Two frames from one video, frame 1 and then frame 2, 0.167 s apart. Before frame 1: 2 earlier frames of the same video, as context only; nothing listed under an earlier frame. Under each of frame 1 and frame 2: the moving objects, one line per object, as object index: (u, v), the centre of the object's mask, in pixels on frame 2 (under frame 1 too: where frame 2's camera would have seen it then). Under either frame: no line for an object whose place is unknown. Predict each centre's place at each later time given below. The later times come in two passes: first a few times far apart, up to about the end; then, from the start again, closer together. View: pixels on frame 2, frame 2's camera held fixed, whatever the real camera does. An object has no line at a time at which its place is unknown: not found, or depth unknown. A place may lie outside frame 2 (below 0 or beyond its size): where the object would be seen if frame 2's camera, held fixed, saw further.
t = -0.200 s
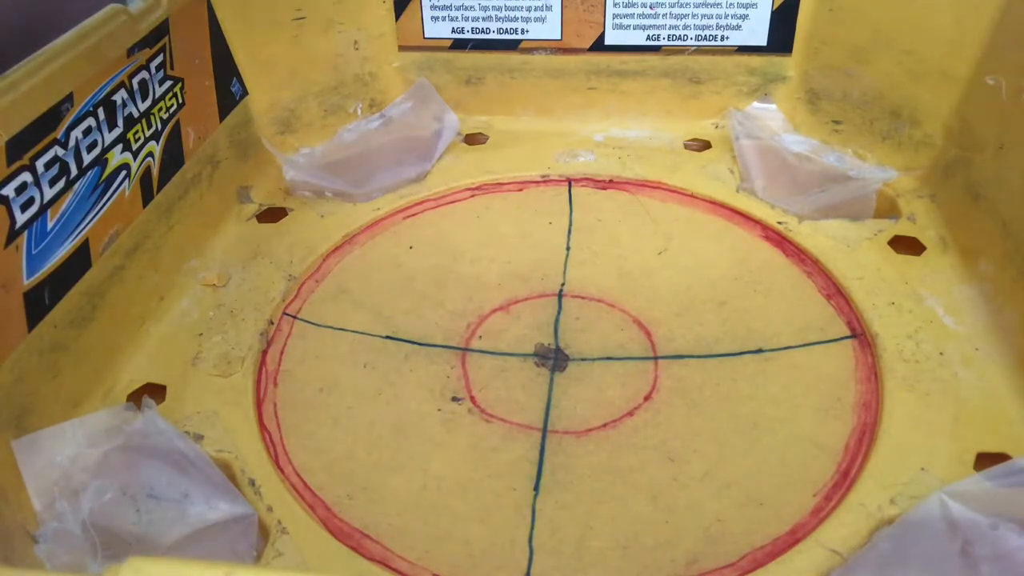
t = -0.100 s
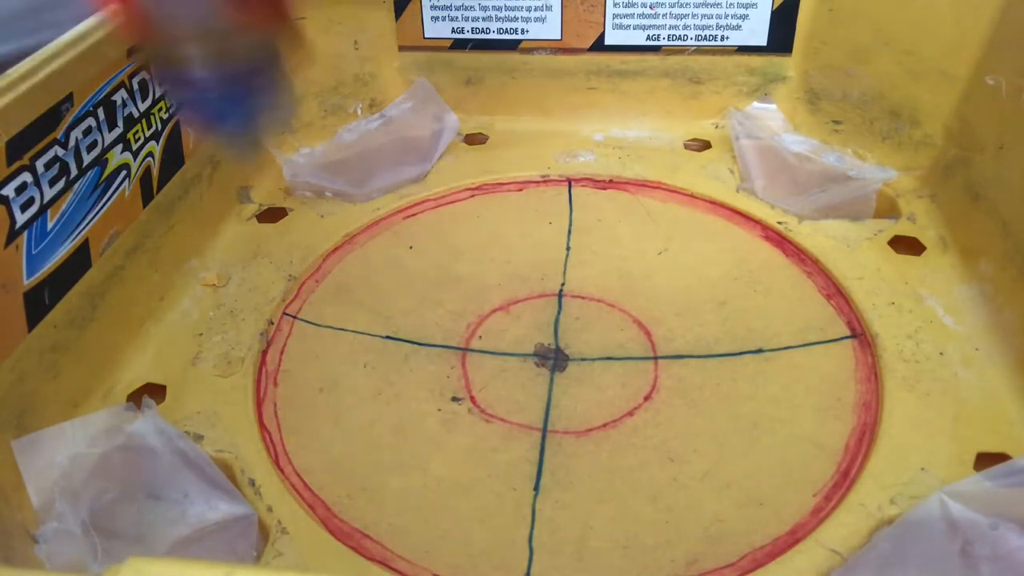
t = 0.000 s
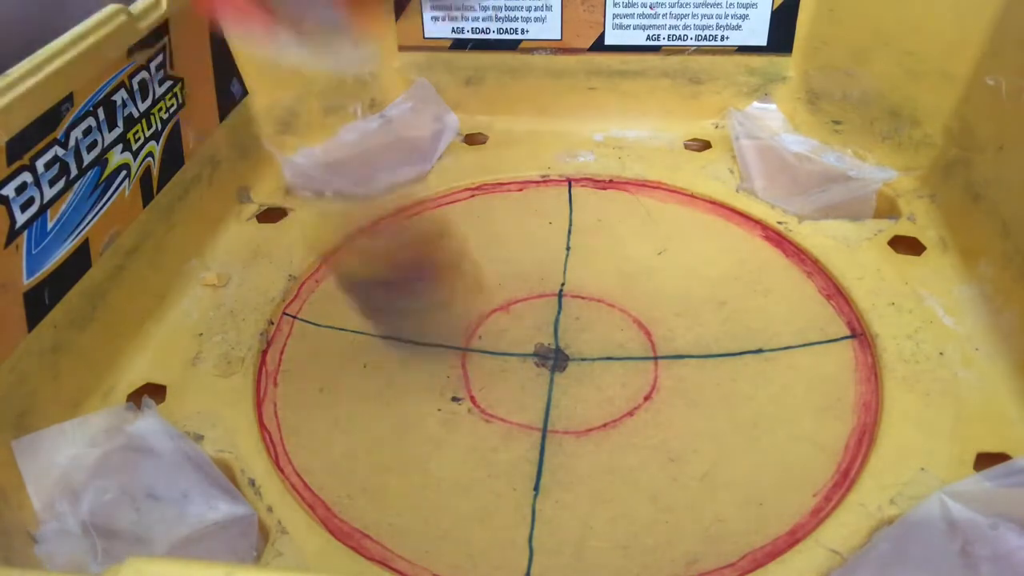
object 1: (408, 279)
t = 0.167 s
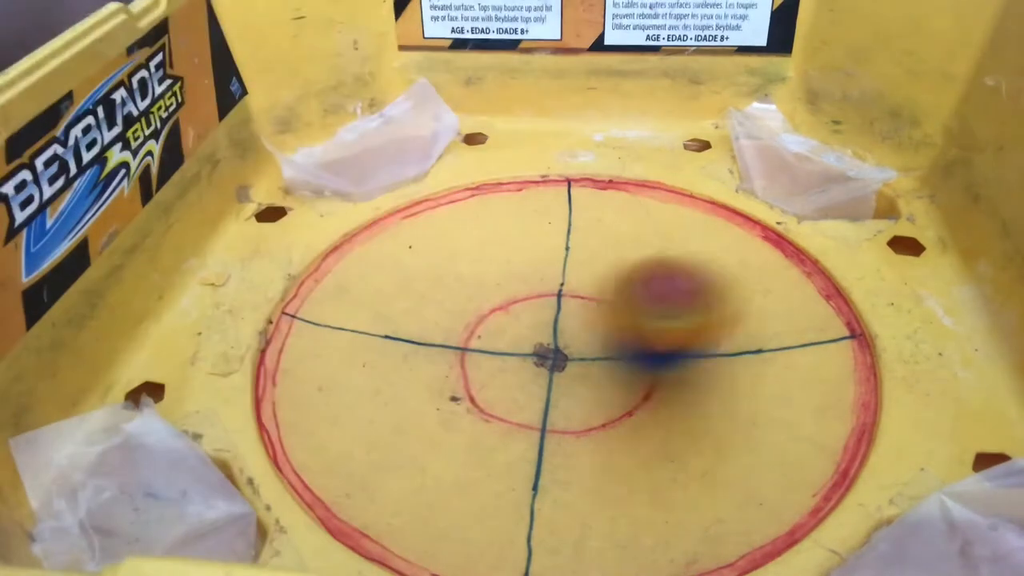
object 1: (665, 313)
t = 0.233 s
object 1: (737, 273)
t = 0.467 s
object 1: (528, 159)
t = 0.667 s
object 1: (275, 359)
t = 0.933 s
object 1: (853, 125)
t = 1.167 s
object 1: (553, 112)
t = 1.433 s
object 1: (138, 312)
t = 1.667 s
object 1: (372, 333)
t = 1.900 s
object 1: (656, 313)
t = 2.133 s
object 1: (536, 222)
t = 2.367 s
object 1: (512, 357)
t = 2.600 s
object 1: (707, 292)
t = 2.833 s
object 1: (532, 250)
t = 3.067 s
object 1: (511, 378)
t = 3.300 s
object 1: (686, 323)
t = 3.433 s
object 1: (624, 261)
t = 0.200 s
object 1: (712, 293)
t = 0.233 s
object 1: (737, 273)
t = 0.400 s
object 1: (644, 155)
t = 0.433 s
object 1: (585, 155)
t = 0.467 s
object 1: (528, 159)
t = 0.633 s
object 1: (290, 303)
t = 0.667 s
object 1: (275, 359)
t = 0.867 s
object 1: (877, 303)
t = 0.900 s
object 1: (869, 186)
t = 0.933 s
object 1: (853, 125)
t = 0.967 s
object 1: (817, 85)
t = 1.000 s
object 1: (779, 70)
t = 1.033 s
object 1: (734, 78)
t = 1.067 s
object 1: (700, 103)
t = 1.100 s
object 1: (646, 103)
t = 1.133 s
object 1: (601, 106)
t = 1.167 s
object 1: (553, 112)
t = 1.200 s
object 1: (499, 116)
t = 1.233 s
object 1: (447, 126)
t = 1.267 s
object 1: (395, 144)
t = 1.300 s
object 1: (343, 166)
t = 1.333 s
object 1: (294, 190)
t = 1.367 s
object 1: (239, 224)
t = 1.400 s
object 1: (183, 264)
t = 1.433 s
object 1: (138, 312)
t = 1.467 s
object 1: (108, 348)
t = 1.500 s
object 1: (131, 326)
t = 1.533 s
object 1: (167, 300)
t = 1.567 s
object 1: (209, 300)
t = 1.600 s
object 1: (264, 329)
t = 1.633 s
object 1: (316, 330)
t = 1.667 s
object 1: (372, 333)
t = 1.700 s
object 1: (429, 341)
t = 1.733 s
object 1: (478, 352)
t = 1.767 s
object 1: (525, 359)
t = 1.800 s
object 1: (567, 361)
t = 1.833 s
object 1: (606, 352)
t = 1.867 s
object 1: (637, 334)
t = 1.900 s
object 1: (656, 313)
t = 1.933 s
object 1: (663, 289)
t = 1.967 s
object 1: (659, 266)
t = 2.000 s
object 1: (645, 247)
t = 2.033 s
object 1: (621, 231)
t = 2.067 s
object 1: (593, 222)
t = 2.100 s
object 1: (565, 219)
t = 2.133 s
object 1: (536, 222)
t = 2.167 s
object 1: (507, 232)
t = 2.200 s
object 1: (486, 247)
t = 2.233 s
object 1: (470, 266)
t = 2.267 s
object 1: (463, 289)
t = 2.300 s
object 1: (468, 312)
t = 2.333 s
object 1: (484, 337)
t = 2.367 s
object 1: (512, 357)
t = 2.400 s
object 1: (547, 372)
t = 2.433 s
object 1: (591, 377)
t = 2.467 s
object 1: (636, 372)
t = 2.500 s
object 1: (672, 357)
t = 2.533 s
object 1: (696, 337)
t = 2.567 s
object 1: (709, 315)
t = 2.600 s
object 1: (707, 292)
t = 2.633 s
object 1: (696, 272)
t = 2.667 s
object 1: (675, 257)
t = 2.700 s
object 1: (650, 246)
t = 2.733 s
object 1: (623, 239)
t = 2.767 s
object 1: (591, 237)
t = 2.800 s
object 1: (561, 240)
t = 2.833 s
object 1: (532, 250)
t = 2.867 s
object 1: (506, 262)
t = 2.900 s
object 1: (484, 281)
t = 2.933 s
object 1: (472, 300)
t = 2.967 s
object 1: (467, 320)
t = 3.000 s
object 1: (470, 340)
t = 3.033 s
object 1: (487, 361)
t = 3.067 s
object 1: (511, 378)
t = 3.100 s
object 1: (541, 392)
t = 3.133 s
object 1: (580, 395)
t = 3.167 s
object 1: (612, 394)
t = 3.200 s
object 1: (645, 381)
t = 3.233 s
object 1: (669, 365)
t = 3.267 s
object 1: (683, 344)
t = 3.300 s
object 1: (686, 323)
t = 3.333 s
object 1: (681, 302)
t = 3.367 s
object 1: (666, 286)
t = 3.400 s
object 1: (646, 273)
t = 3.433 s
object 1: (624, 261)
